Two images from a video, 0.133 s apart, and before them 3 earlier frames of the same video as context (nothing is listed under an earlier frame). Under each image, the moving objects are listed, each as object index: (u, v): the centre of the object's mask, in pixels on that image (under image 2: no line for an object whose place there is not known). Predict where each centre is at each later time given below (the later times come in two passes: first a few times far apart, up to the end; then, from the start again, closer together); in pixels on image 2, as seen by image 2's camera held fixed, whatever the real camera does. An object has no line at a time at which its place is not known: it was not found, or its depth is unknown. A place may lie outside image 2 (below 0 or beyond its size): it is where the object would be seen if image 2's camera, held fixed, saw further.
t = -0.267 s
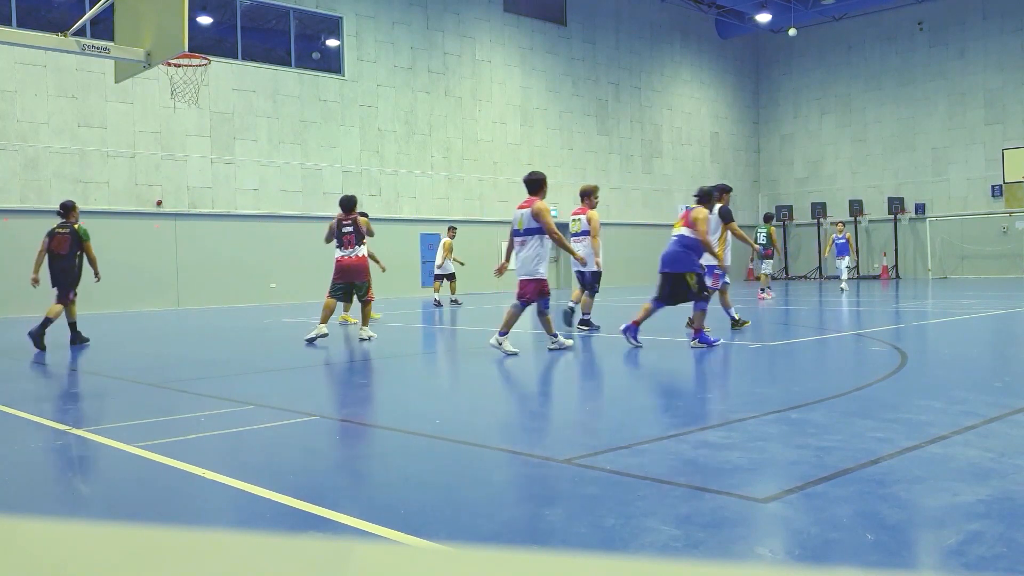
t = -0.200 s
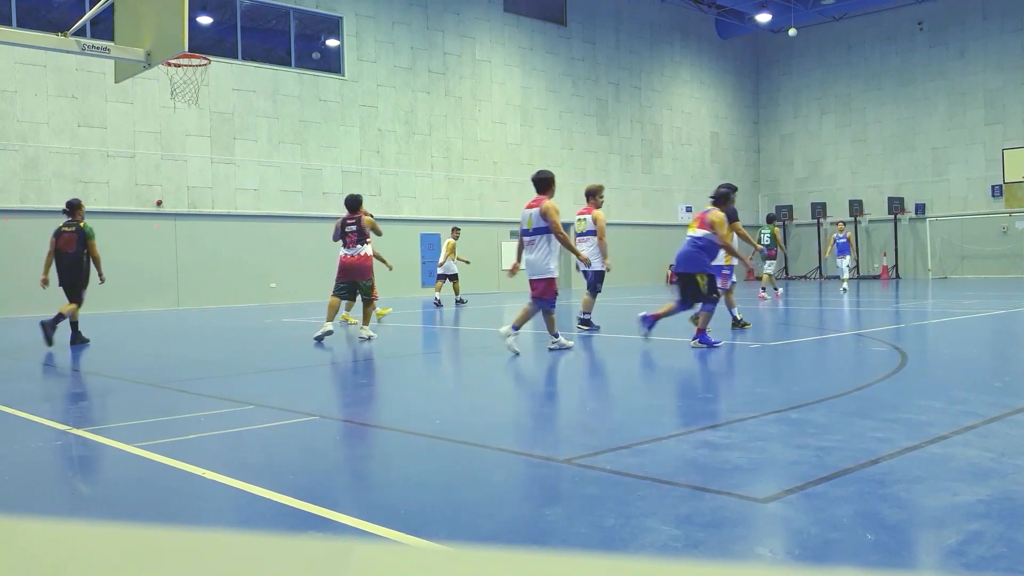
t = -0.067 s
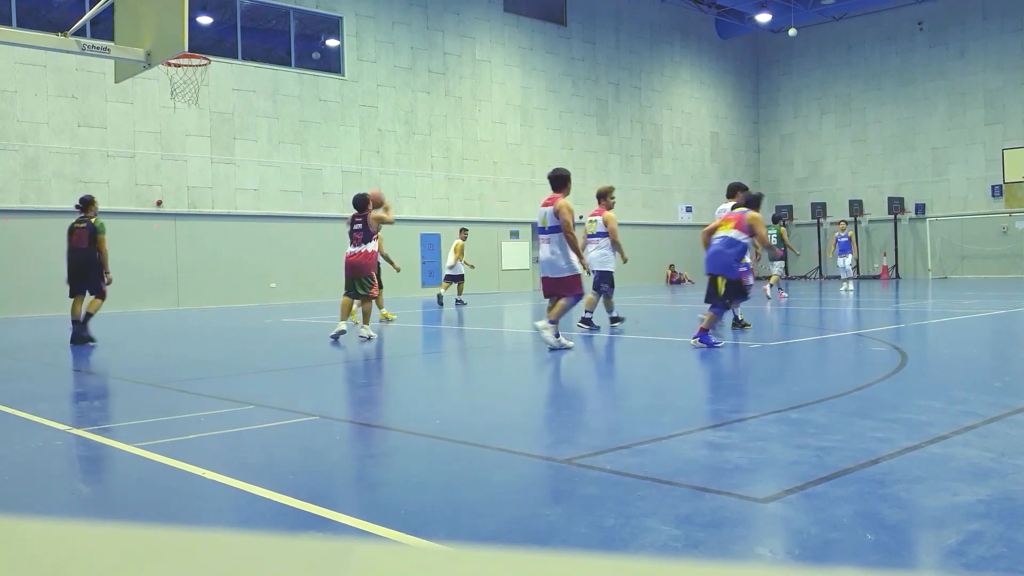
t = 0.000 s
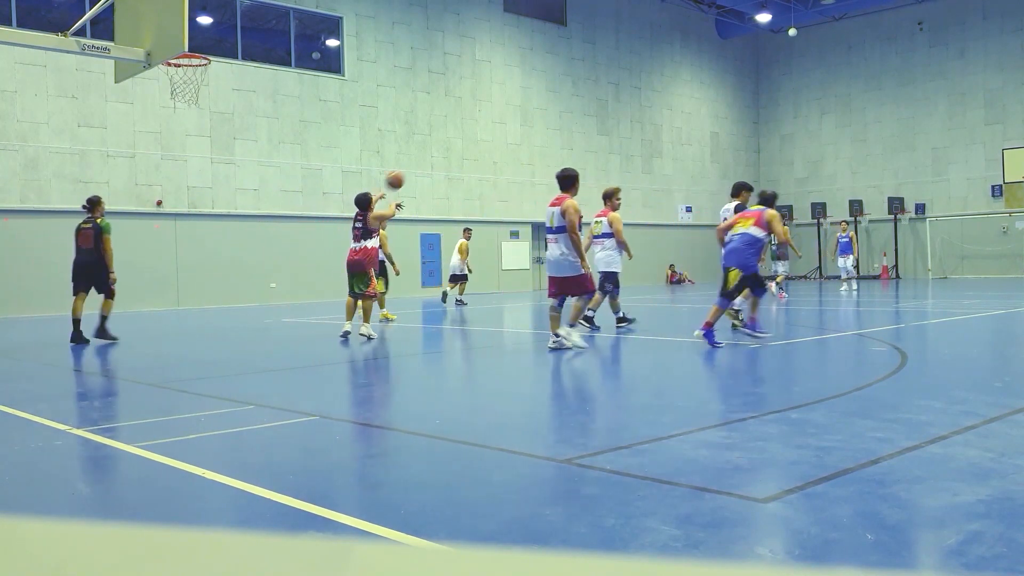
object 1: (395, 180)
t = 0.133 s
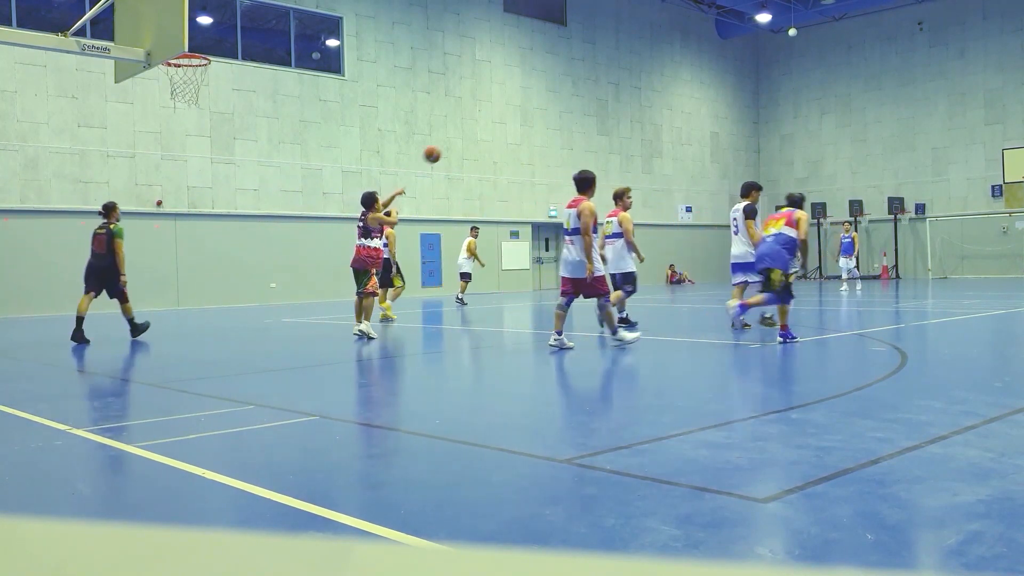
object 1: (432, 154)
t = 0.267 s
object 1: (463, 145)
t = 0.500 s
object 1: (507, 156)
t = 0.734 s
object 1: (542, 193)
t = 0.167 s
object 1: (440, 151)
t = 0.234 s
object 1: (456, 145)
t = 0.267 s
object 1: (463, 145)
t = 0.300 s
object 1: (470, 144)
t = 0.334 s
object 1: (477, 145)
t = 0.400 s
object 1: (490, 147)
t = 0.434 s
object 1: (496, 149)
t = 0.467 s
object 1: (502, 152)
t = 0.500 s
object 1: (507, 156)
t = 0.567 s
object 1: (518, 164)
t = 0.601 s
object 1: (523, 170)
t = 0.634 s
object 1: (528, 175)
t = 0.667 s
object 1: (533, 181)
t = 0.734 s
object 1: (542, 193)
